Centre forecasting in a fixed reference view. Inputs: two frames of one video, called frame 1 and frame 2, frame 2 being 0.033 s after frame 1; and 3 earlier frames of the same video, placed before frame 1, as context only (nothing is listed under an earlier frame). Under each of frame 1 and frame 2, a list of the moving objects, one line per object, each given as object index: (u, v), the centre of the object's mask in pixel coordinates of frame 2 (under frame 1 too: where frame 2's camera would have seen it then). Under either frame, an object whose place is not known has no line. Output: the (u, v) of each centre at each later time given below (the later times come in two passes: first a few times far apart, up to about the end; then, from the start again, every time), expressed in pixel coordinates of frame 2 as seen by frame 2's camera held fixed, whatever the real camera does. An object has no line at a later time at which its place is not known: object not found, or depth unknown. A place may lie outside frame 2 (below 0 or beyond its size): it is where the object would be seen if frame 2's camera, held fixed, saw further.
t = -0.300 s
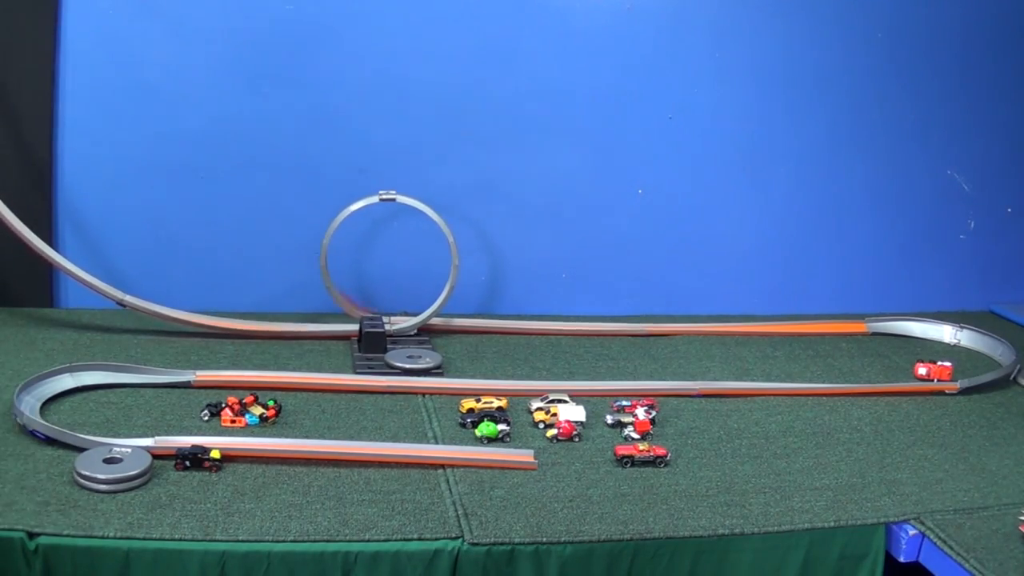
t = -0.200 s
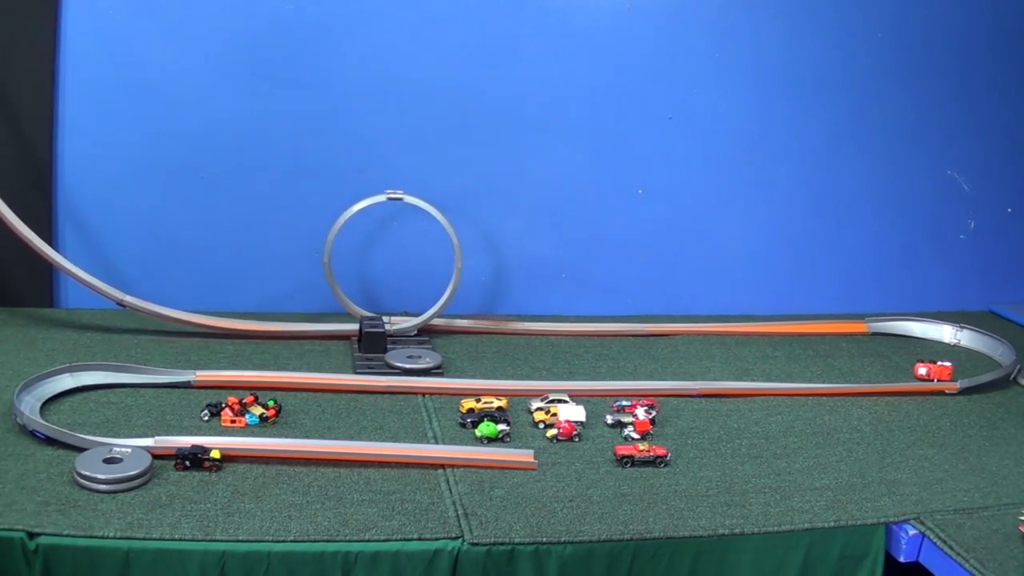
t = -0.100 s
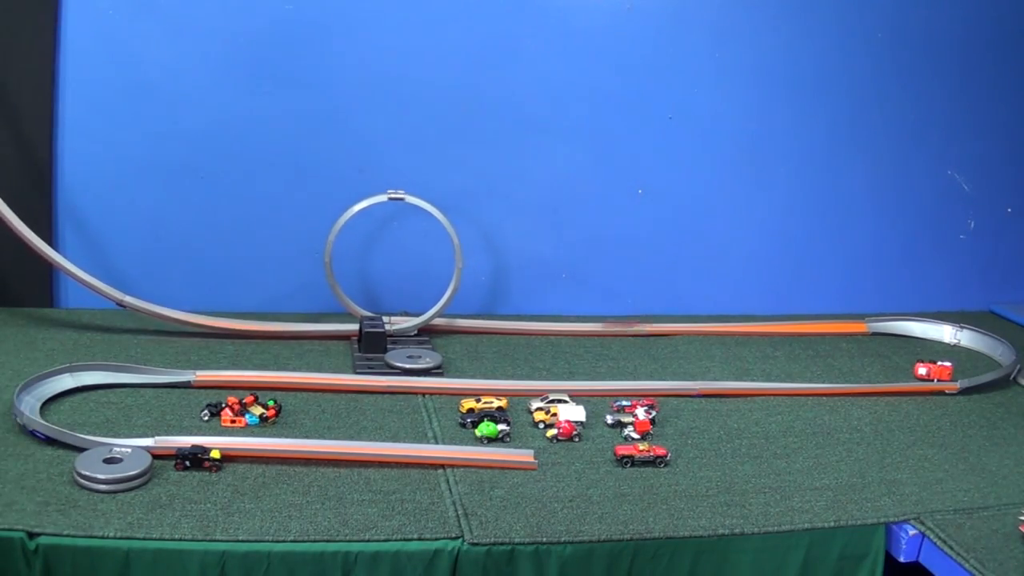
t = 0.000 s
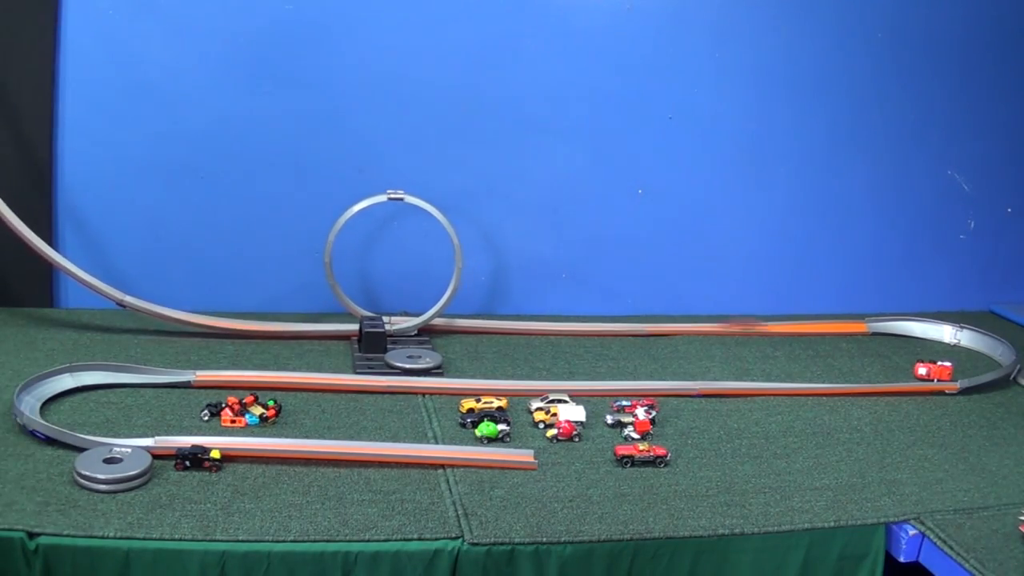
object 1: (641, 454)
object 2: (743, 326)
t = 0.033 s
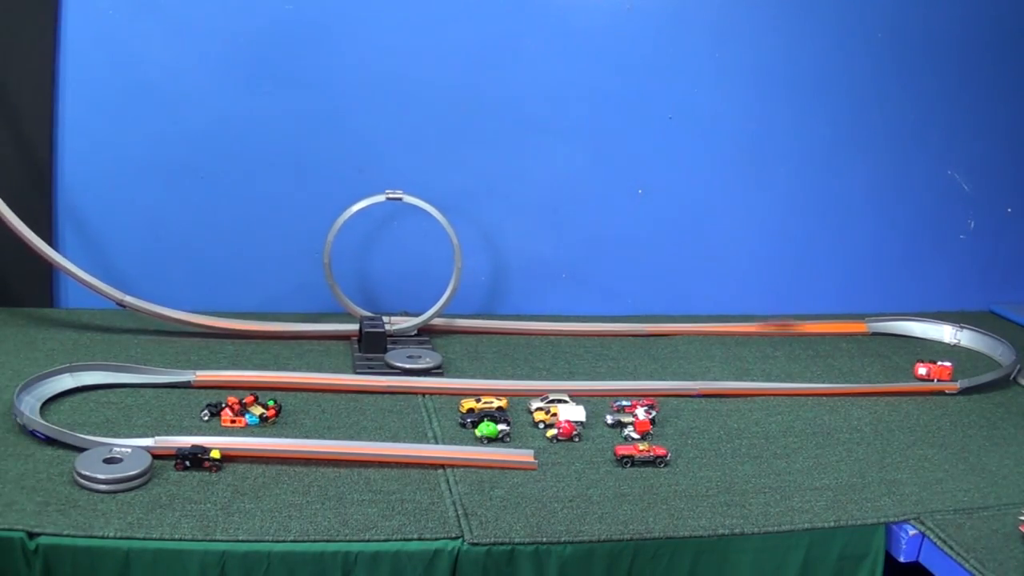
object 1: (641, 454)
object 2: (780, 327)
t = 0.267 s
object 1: (641, 454)
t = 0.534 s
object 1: (641, 454)
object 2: (869, 381)
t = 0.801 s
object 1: (641, 454)
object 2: (634, 381)
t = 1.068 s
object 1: (641, 454)
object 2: (379, 375)
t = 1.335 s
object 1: (641, 454)
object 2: (135, 373)
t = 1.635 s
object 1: (641, 454)
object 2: (47, 417)
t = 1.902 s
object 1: (641, 454)
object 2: (197, 438)
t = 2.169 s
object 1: (641, 454)
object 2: (332, 444)
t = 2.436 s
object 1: (641, 454)
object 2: (453, 449)
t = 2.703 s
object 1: (641, 454)
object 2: (566, 457)
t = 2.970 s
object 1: (665, 454)
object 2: (598, 456)
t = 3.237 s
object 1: (667, 454)
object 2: (598, 456)
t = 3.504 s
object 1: (667, 454)
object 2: (598, 456)
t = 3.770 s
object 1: (667, 454)
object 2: (598, 456)
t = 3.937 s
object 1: (667, 454)
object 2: (598, 457)
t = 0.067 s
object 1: (641, 454)
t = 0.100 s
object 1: (641, 454)
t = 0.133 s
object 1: (641, 454)
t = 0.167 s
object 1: (641, 454)
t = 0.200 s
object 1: (641, 454)
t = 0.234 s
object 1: (641, 454)
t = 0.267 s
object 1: (641, 454)
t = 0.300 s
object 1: (641, 454)
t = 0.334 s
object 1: (641, 454)
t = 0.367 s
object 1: (641, 454)
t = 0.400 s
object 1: (641, 454)
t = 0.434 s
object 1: (641, 454)
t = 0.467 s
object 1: (641, 454)
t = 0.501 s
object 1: (641, 454)
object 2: (894, 380)
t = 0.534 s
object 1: (641, 454)
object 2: (869, 381)
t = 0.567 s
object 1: (641, 454)
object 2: (843, 381)
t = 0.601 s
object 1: (641, 454)
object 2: (815, 380)
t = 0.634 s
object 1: (641, 454)
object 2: (786, 381)
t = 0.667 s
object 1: (641, 454)
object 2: (757, 380)
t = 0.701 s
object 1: (641, 454)
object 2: (726, 380)
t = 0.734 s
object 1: (641, 454)
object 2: (693, 381)
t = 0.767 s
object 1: (641, 454)
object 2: (666, 381)
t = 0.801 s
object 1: (641, 454)
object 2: (634, 381)
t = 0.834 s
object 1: (641, 454)
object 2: (603, 381)
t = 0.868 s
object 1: (641, 454)
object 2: (571, 381)
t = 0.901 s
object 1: (641, 454)
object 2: (538, 381)
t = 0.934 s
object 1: (641, 454)
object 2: (506, 380)
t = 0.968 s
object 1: (641, 454)
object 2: (472, 379)
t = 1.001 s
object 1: (641, 454)
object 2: (442, 378)
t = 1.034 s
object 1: (641, 454)
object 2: (412, 377)
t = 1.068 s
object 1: (641, 454)
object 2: (379, 375)
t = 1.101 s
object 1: (641, 454)
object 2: (347, 375)
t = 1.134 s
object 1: (641, 454)
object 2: (315, 374)
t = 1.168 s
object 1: (641, 454)
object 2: (284, 373)
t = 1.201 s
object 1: (641, 454)
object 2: (255, 372)
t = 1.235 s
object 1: (641, 454)
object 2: (224, 372)
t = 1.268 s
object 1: (641, 454)
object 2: (193, 372)
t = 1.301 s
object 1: (641, 454)
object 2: (164, 372)
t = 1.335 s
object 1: (641, 454)
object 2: (135, 373)
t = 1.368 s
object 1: (641, 454)
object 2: (108, 373)
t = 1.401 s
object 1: (641, 454)
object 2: (83, 374)
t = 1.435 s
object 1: (641, 454)
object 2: (62, 379)
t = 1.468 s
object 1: (641, 454)
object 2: (45, 386)
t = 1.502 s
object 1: (641, 454)
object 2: (33, 393)
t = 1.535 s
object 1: (641, 454)
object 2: (30, 402)
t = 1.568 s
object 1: (641, 454)
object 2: (30, 406)
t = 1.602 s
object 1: (641, 454)
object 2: (36, 412)
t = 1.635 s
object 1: (641, 454)
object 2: (47, 417)
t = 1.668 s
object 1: (641, 454)
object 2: (62, 424)
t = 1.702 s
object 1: (641, 454)
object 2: (80, 430)
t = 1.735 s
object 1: (641, 454)
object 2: (100, 434)
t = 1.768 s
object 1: (641, 454)
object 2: (121, 437)
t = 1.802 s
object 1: (641, 454)
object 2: (143, 438)
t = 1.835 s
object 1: (641, 454)
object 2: (162, 438)
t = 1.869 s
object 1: (641, 454)
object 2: (177, 438)
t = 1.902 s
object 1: (641, 454)
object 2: (197, 438)
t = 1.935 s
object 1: (641, 454)
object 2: (214, 439)
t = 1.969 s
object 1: (641, 454)
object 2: (233, 439)
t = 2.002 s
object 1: (641, 454)
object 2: (250, 440)
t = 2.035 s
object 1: (641, 454)
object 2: (267, 441)
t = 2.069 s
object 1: (641, 454)
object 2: (283, 442)
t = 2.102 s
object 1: (641, 454)
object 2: (299, 442)
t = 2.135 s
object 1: (641, 454)
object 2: (314, 443)
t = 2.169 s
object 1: (641, 454)
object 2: (332, 444)
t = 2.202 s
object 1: (641, 454)
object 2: (348, 445)
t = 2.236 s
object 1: (641, 454)
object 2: (363, 445)
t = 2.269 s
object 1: (641, 454)
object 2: (378, 446)
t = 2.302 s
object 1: (641, 454)
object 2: (393, 446)
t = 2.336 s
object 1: (641, 454)
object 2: (408, 447)
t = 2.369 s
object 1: (641, 454)
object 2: (423, 448)
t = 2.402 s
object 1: (641, 454)
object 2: (438, 448)
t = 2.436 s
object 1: (641, 454)
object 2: (453, 449)
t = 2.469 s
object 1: (641, 454)
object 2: (467, 450)
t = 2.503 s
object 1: (641, 454)
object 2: (482, 450)
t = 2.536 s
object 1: (641, 454)
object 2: (497, 452)
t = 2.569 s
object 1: (641, 454)
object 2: (512, 452)
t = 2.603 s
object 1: (641, 454)
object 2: (526, 454)
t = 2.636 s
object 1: (641, 454)
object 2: (540, 455)
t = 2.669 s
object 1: (641, 454)
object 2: (554, 456)
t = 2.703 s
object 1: (641, 454)
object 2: (566, 457)
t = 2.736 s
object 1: (641, 454)
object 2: (578, 456)
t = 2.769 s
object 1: (641, 454)
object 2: (589, 456)
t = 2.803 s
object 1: (644, 454)
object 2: (594, 456)
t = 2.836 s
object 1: (652, 454)
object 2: (596, 457)
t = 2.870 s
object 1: (657, 454)
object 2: (598, 456)
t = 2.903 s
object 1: (660, 454)
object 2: (598, 456)
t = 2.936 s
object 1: (663, 454)
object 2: (598, 456)
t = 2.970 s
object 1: (665, 454)
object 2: (598, 456)
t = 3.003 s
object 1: (667, 454)
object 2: (598, 456)
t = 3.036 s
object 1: (668, 454)
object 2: (598, 456)
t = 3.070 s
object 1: (668, 454)
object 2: (598, 456)
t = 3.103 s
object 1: (668, 454)
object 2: (598, 456)
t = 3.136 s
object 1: (667, 454)
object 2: (598, 456)
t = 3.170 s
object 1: (667, 454)
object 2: (598, 456)
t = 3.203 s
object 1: (667, 454)
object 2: (598, 456)
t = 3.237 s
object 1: (667, 454)
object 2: (598, 456)
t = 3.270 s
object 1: (667, 454)
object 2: (598, 456)
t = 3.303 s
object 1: (667, 454)
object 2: (598, 456)
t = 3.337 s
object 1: (667, 454)
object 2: (598, 456)
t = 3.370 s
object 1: (667, 454)
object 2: (598, 456)
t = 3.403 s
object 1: (667, 454)
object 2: (598, 456)
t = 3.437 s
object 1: (667, 454)
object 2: (598, 456)
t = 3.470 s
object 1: (667, 454)
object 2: (598, 456)
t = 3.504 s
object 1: (667, 454)
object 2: (598, 456)
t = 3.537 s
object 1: (667, 454)
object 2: (598, 456)
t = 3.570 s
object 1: (667, 454)
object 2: (598, 456)
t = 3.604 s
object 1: (667, 454)
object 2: (598, 456)
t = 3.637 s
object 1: (667, 454)
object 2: (598, 456)
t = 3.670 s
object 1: (667, 454)
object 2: (598, 456)
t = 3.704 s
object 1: (667, 454)
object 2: (598, 456)
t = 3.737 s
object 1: (667, 454)
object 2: (598, 456)
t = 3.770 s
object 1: (667, 454)
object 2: (598, 456)
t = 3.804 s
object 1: (667, 454)
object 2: (598, 456)
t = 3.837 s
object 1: (667, 454)
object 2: (598, 456)
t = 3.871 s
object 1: (667, 454)
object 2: (598, 456)
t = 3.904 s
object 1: (667, 454)
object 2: (598, 456)
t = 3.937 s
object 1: (667, 454)
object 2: (598, 457)
